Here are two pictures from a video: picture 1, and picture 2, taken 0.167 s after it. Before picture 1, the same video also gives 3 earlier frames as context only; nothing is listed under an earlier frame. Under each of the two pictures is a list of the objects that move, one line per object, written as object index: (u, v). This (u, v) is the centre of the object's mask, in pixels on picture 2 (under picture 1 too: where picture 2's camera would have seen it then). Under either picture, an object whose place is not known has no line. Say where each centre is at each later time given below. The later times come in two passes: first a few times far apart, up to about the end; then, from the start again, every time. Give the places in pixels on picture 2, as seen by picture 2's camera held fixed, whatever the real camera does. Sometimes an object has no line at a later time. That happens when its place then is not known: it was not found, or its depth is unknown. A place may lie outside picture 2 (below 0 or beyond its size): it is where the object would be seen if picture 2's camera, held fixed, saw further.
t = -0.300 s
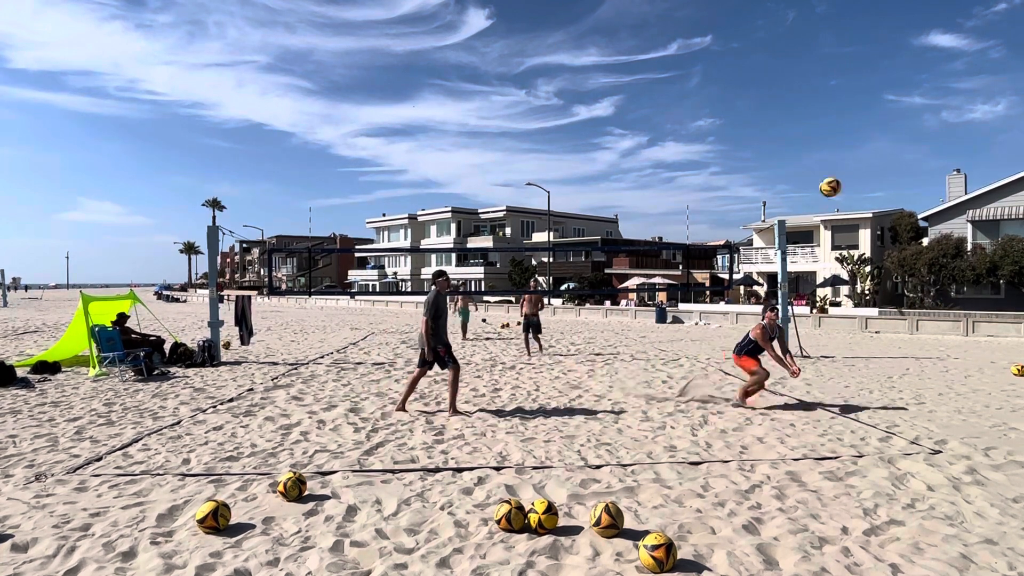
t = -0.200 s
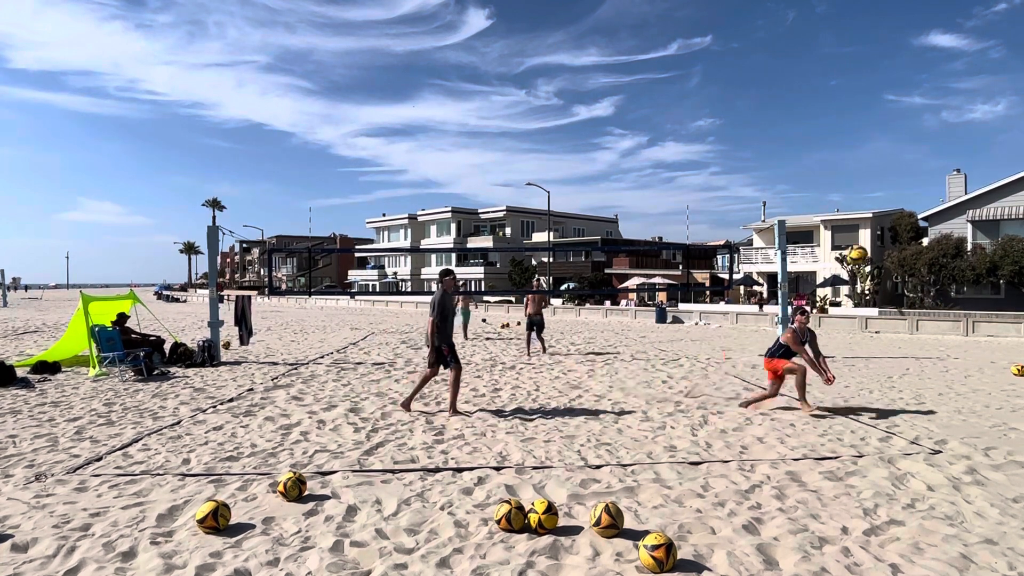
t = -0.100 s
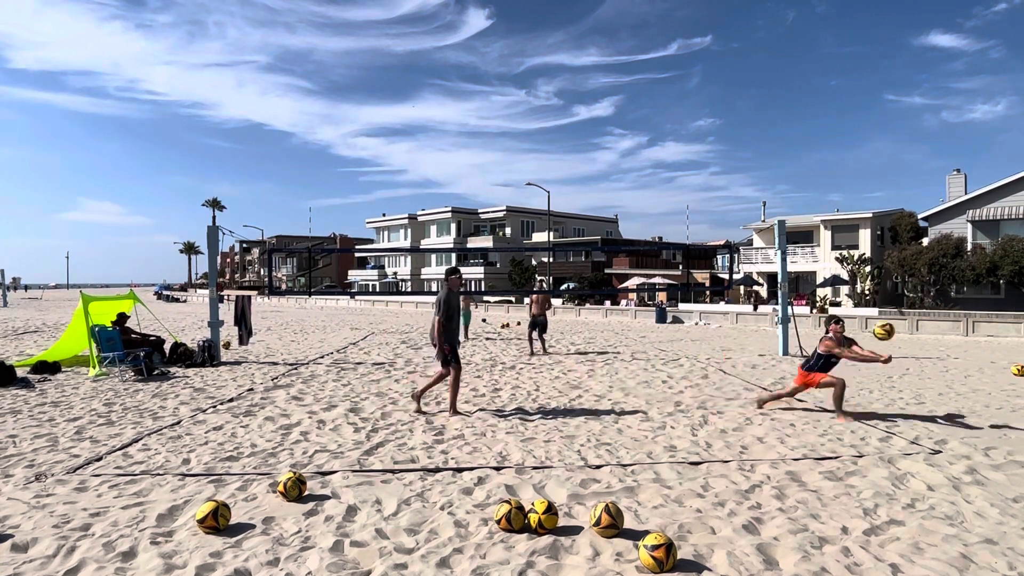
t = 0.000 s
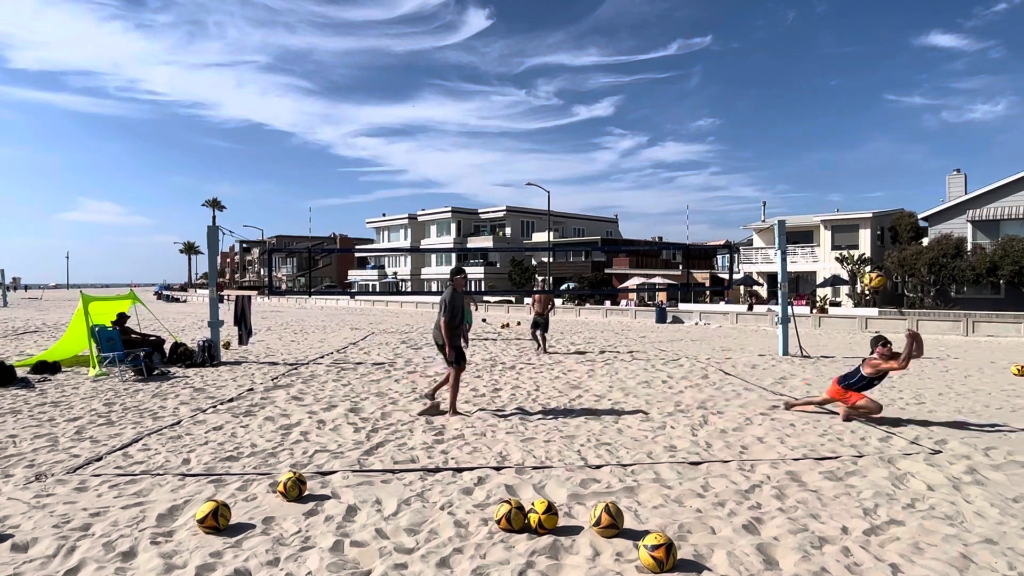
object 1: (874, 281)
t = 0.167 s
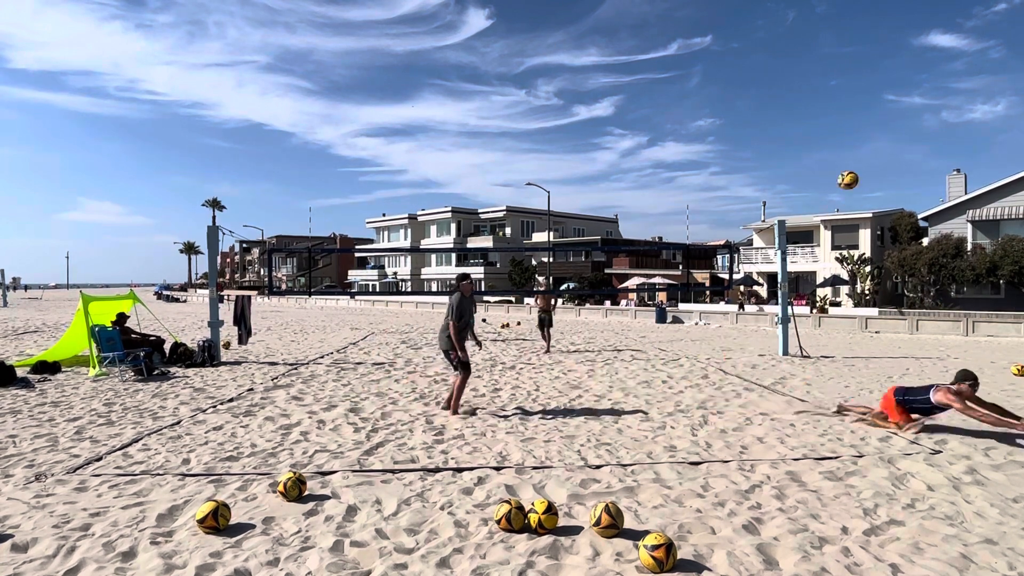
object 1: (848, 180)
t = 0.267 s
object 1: (834, 136)
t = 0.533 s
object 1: (799, 70)
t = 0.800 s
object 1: (772, 66)
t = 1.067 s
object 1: (750, 110)
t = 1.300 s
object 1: (736, 182)
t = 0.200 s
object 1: (843, 164)
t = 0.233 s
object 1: (838, 150)
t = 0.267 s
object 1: (834, 136)
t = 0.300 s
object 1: (829, 124)
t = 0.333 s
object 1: (824, 113)
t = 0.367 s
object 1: (820, 103)
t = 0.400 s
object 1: (816, 95)
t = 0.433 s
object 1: (812, 87)
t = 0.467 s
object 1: (807, 80)
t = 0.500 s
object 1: (803, 75)
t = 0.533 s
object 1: (799, 70)
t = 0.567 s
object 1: (796, 67)
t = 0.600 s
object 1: (792, 64)
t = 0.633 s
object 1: (788, 62)
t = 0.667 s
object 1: (785, 61)
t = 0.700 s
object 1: (781, 61)
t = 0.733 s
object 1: (778, 62)
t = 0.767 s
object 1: (775, 64)
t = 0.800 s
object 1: (772, 66)
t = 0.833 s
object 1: (769, 69)
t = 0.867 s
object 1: (766, 73)
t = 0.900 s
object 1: (763, 77)
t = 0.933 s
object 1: (760, 83)
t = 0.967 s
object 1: (758, 89)
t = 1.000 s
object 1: (755, 95)
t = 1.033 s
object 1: (753, 103)
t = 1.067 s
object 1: (750, 110)
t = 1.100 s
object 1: (748, 119)
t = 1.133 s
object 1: (746, 128)
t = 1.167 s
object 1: (743, 138)
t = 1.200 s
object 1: (742, 148)
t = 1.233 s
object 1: (740, 159)
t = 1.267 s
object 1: (738, 171)
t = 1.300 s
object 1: (736, 182)
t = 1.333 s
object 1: (735, 195)
